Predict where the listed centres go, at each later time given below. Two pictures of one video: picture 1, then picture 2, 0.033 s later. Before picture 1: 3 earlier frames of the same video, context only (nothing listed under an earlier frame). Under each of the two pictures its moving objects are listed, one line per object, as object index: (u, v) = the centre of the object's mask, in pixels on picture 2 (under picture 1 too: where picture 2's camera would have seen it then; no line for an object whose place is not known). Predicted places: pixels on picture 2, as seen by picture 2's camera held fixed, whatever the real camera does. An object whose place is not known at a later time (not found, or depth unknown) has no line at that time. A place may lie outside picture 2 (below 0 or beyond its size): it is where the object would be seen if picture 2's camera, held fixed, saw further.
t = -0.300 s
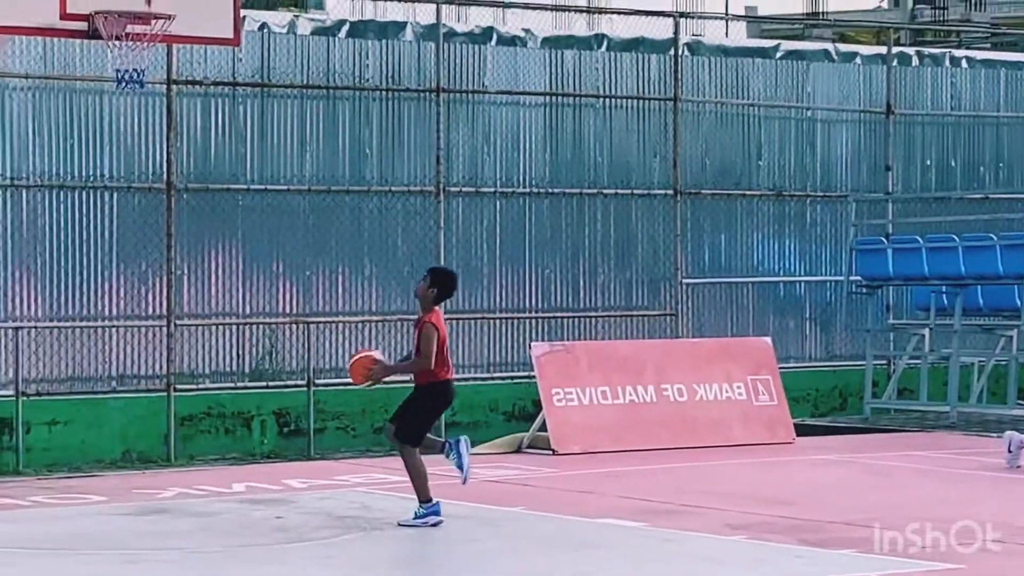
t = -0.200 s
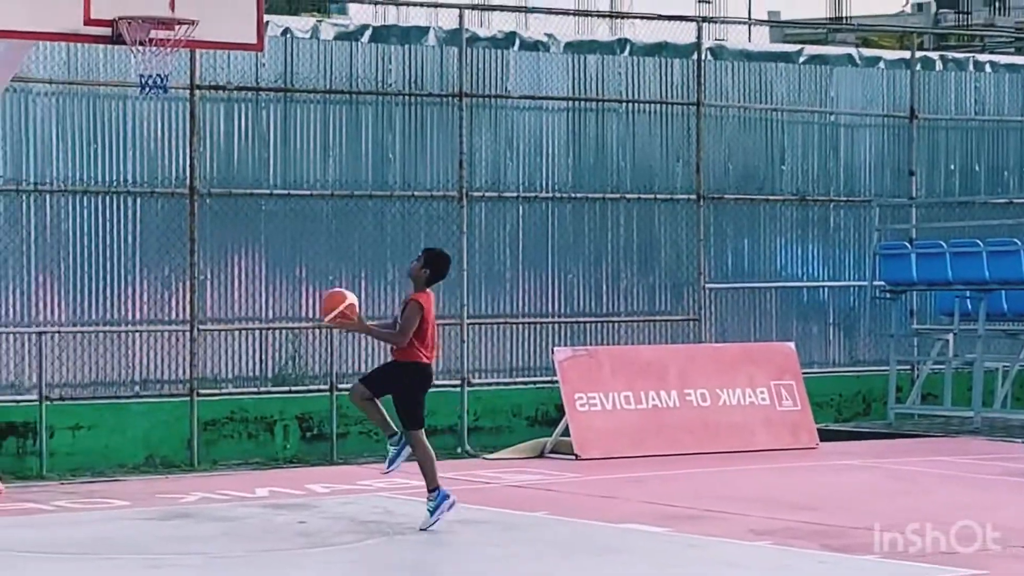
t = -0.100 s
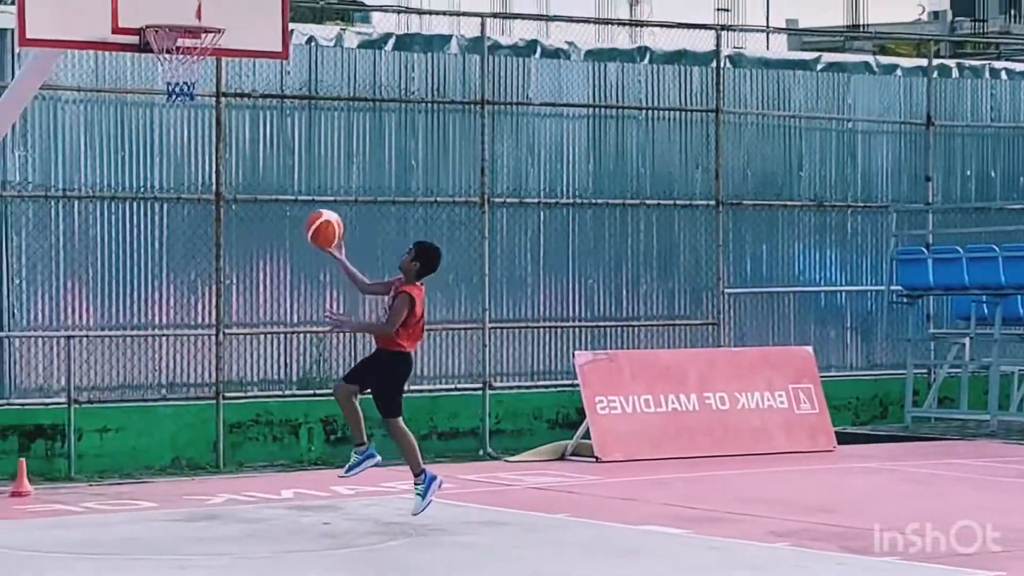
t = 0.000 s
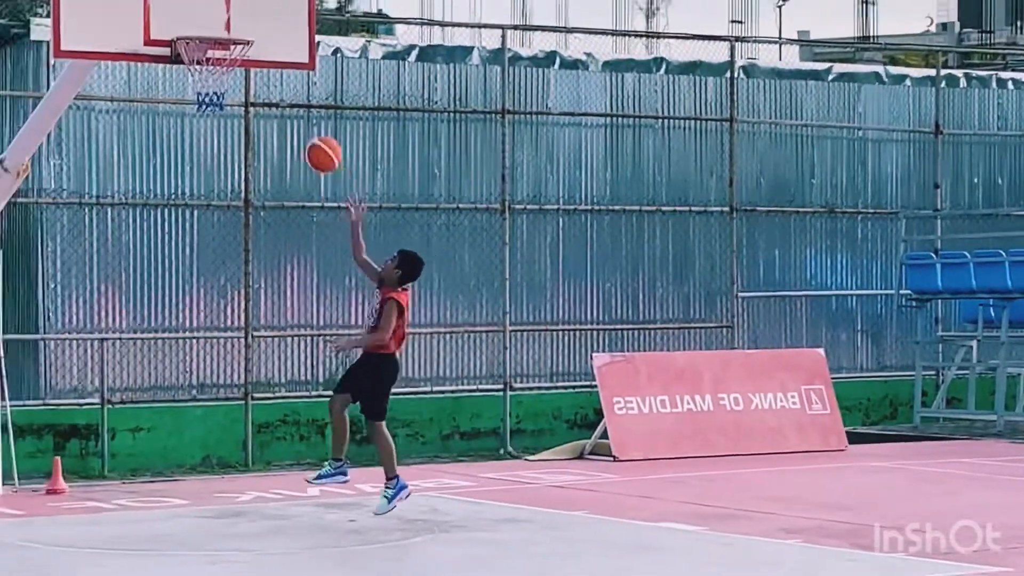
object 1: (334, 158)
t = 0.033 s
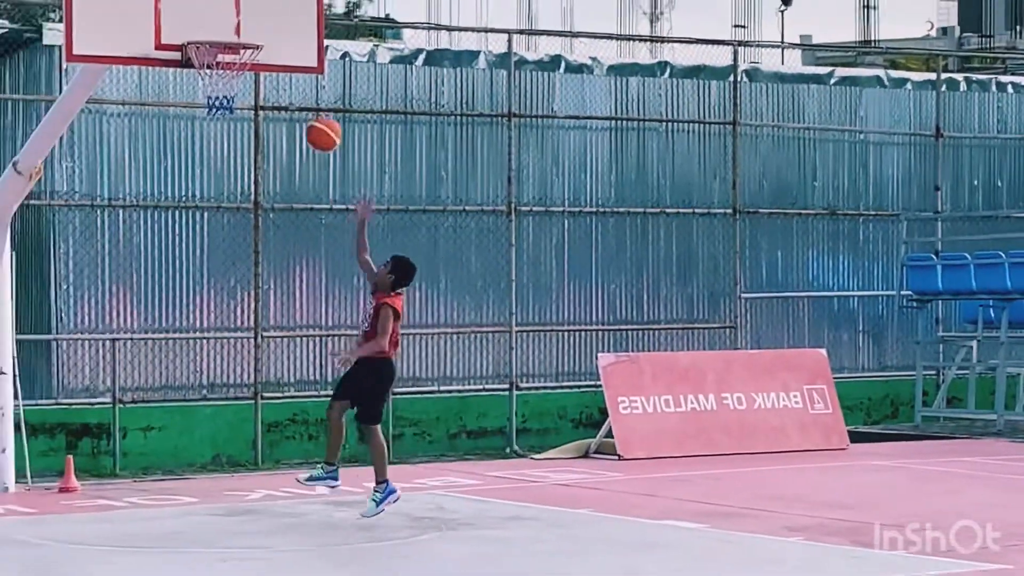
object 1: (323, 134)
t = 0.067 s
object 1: (313, 113)
